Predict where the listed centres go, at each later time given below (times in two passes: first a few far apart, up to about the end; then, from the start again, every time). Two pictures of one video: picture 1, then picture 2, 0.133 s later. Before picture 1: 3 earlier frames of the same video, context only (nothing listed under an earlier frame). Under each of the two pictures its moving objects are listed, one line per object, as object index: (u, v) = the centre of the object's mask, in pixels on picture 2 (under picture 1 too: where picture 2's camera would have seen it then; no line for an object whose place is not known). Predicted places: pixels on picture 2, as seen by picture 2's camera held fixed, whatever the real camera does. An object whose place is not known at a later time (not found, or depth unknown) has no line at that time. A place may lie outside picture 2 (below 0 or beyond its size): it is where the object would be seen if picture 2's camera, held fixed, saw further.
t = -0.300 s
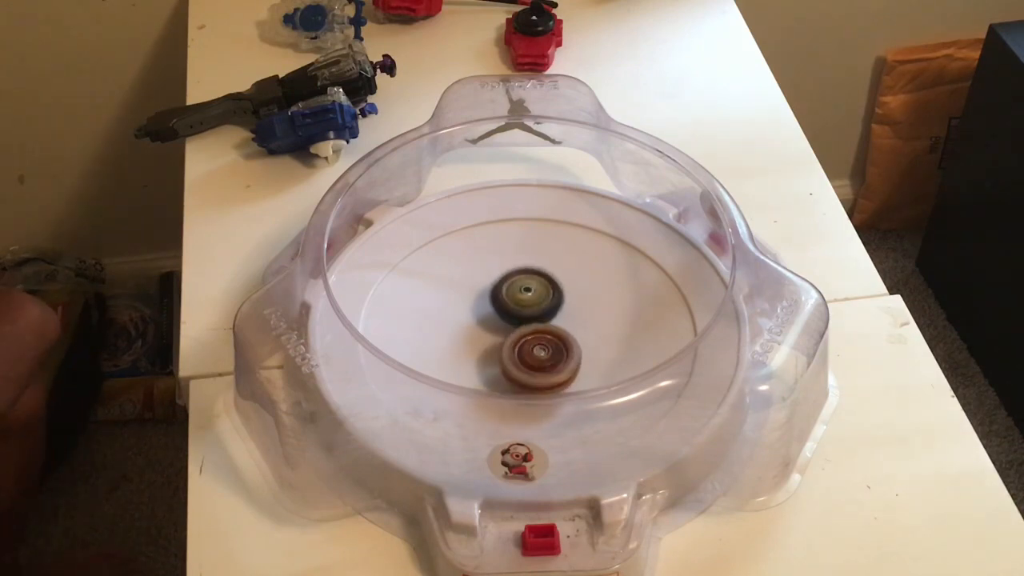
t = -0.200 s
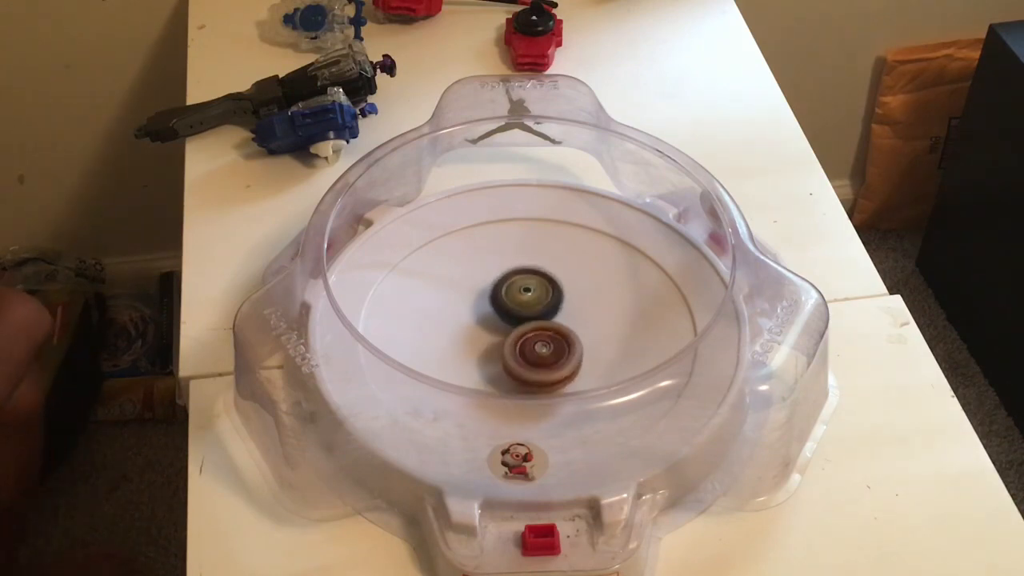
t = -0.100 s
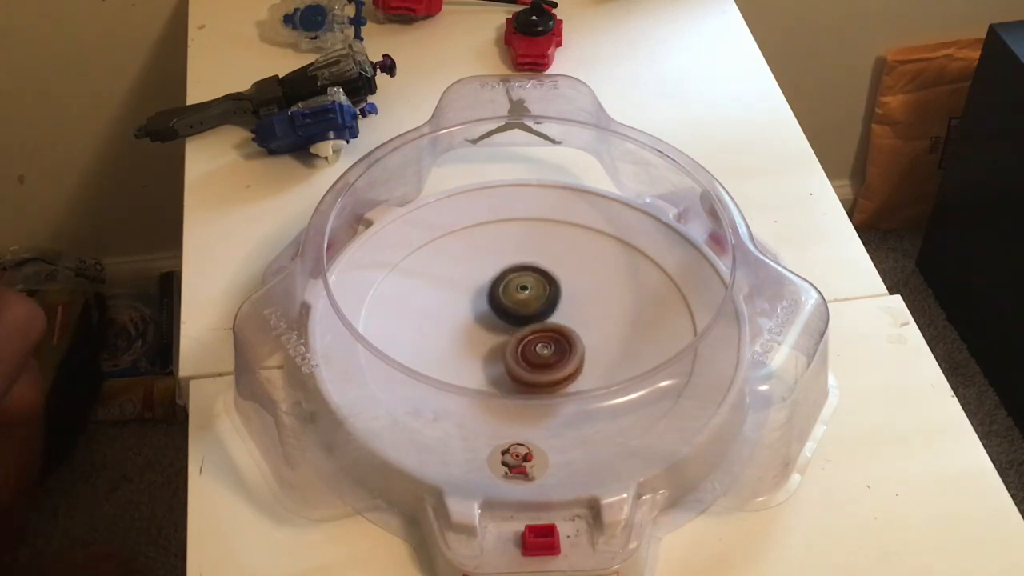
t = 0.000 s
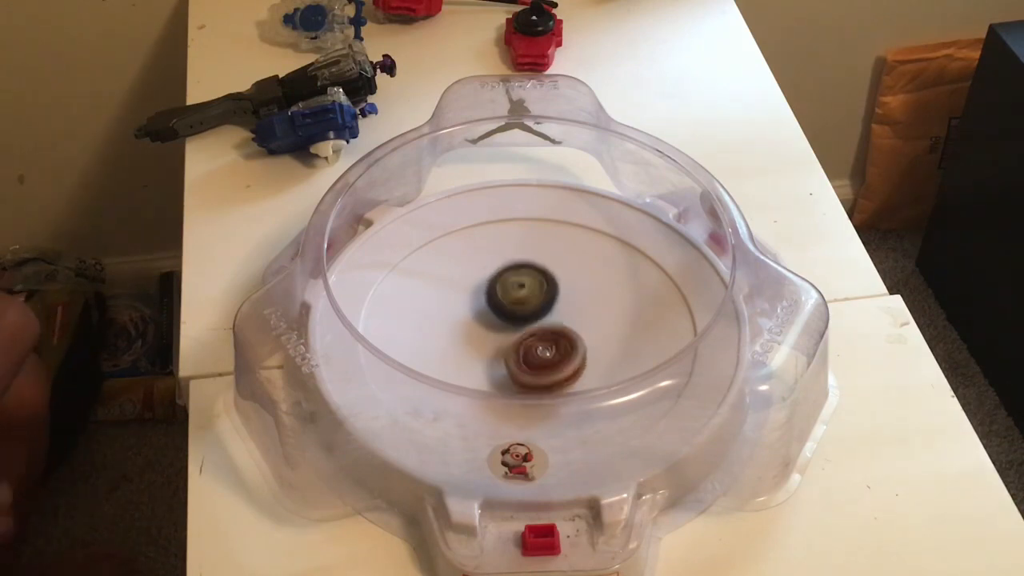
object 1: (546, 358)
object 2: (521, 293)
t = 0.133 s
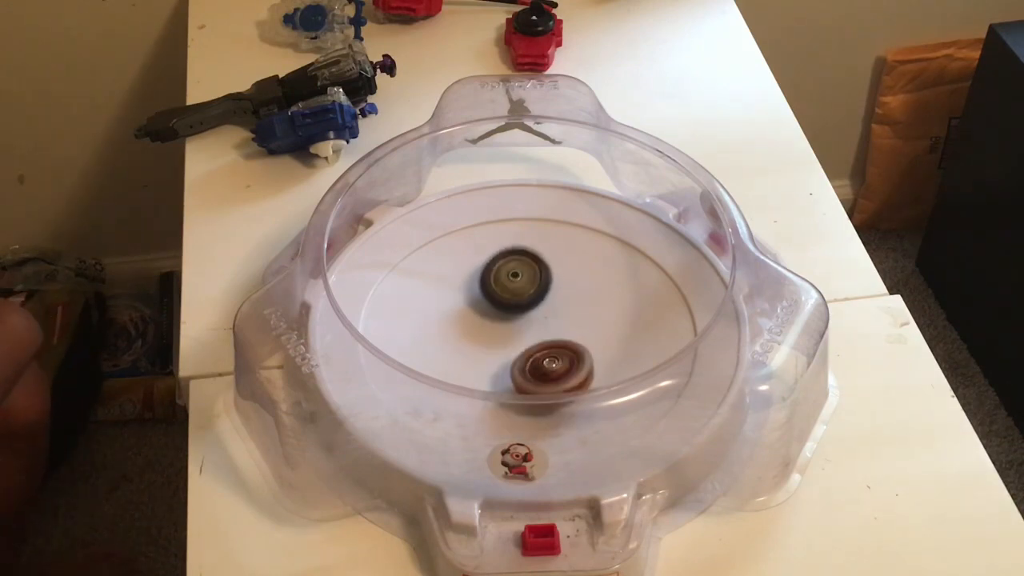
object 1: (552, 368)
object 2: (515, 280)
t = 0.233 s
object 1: (551, 369)
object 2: (516, 284)
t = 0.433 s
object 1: (539, 363)
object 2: (518, 295)
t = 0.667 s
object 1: (526, 362)
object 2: (516, 287)
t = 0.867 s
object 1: (530, 351)
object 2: (522, 290)
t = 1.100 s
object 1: (534, 348)
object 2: (524, 284)
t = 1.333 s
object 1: (535, 350)
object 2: (527, 287)
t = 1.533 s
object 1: (534, 358)
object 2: (526, 287)
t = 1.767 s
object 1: (523, 359)
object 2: (532, 295)
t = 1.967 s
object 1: (520, 354)
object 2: (537, 294)
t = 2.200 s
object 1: (518, 355)
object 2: (537, 289)
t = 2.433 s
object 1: (520, 355)
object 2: (538, 293)
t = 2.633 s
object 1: (521, 357)
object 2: (539, 296)
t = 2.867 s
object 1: (522, 357)
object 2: (542, 296)
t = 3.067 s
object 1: (523, 358)
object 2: (544, 296)
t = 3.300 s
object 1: (526, 357)
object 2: (547, 298)
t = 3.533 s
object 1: (527, 359)
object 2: (539, 297)
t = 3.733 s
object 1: (527, 363)
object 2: (536, 299)
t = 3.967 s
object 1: (523, 356)
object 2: (539, 296)
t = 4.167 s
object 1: (522, 356)
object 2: (534, 294)
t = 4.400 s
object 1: (528, 353)
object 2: (540, 290)
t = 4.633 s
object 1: (528, 358)
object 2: (537, 283)
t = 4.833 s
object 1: (525, 354)
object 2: (541, 292)
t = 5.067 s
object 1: (519, 358)
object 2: (538, 287)
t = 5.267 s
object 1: (526, 355)
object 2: (545, 293)
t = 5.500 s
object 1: (524, 355)
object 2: (543, 291)
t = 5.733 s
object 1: (530, 358)
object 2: (545, 292)
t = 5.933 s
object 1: (518, 364)
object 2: (546, 278)
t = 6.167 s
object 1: (517, 363)
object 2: (541, 295)
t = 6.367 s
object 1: (512, 355)
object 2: (542, 296)
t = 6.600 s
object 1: (515, 358)
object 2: (545, 300)
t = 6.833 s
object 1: (516, 351)
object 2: (544, 294)
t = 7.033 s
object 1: (515, 349)
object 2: (542, 292)
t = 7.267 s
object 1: (496, 358)
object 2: (550, 278)
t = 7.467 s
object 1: (506, 355)
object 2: (551, 288)
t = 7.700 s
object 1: (514, 356)
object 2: (559, 312)
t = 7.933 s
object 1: (517, 355)
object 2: (568, 308)
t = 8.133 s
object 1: (521, 353)
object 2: (557, 303)
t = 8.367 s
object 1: (508, 350)
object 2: (557, 303)
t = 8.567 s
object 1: (503, 349)
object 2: (547, 301)
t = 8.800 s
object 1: (503, 351)
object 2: (534, 300)
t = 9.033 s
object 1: (504, 351)
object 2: (520, 294)
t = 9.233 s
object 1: (504, 351)
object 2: (535, 300)
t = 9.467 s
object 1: (504, 351)
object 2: (540, 300)
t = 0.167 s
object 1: (552, 369)
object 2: (515, 281)
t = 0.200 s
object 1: (552, 369)
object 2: (515, 282)
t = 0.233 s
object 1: (551, 369)
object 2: (516, 284)
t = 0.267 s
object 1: (551, 368)
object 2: (516, 285)
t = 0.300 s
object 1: (550, 368)
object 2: (516, 287)
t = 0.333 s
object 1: (549, 367)
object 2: (517, 288)
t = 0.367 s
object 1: (547, 365)
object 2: (517, 290)
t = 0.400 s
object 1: (543, 364)
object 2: (517, 292)
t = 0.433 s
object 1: (539, 363)
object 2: (518, 295)
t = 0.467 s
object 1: (535, 361)
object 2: (518, 297)
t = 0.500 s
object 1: (530, 360)
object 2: (518, 298)
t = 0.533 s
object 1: (529, 362)
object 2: (516, 292)
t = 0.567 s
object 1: (527, 363)
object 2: (515, 288)
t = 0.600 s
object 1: (526, 363)
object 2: (514, 287)
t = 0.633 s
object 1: (526, 363)
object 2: (514, 287)
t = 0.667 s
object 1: (526, 362)
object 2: (516, 287)
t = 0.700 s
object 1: (527, 361)
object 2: (517, 288)
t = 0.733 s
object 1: (528, 361)
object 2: (518, 289)
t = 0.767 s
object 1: (527, 359)
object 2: (519, 289)
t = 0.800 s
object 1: (528, 357)
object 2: (520, 290)
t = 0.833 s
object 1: (529, 354)
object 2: (521, 290)
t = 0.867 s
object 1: (530, 351)
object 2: (522, 290)
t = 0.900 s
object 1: (531, 349)
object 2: (522, 288)
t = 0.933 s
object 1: (532, 348)
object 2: (522, 287)
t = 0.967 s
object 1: (533, 348)
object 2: (522, 285)
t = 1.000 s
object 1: (533, 348)
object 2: (523, 283)
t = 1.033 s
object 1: (533, 348)
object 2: (523, 283)
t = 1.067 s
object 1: (534, 348)
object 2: (523, 283)
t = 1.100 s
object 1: (534, 348)
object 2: (524, 284)
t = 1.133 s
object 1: (535, 348)
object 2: (524, 285)
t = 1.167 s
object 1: (535, 347)
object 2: (525, 285)
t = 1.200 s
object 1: (536, 348)
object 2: (525, 286)
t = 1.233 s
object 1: (536, 348)
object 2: (525, 286)
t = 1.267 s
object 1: (536, 349)
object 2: (526, 286)
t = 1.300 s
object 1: (535, 349)
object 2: (526, 287)
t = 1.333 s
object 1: (535, 350)
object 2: (527, 287)
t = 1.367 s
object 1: (536, 351)
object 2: (527, 288)
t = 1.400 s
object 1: (536, 352)
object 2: (527, 289)
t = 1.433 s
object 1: (536, 355)
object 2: (526, 286)
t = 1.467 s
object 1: (535, 356)
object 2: (526, 285)
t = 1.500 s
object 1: (534, 357)
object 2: (526, 286)
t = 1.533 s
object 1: (534, 358)
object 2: (526, 287)
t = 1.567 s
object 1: (532, 359)
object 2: (527, 289)
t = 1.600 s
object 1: (531, 359)
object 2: (527, 291)
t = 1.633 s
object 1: (530, 359)
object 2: (528, 293)
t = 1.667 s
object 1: (529, 358)
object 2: (529, 294)
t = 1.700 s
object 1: (527, 358)
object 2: (530, 296)
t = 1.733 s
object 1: (526, 358)
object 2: (530, 296)
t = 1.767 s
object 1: (523, 359)
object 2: (532, 295)
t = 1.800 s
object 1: (522, 360)
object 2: (533, 294)
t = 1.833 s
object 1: (522, 359)
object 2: (534, 294)
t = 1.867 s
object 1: (522, 358)
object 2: (534, 294)
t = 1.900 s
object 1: (522, 357)
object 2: (535, 295)
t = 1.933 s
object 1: (522, 356)
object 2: (536, 295)
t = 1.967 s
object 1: (520, 354)
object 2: (537, 294)
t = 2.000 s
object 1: (519, 353)
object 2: (537, 292)
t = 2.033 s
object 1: (519, 353)
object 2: (538, 291)
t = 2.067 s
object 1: (520, 352)
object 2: (538, 291)
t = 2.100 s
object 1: (520, 351)
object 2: (539, 291)
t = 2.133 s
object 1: (519, 353)
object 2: (539, 290)
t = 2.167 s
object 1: (518, 354)
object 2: (538, 288)
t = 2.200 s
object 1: (518, 355)
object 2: (537, 289)
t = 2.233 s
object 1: (517, 354)
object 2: (536, 289)
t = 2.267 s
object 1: (518, 354)
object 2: (537, 290)
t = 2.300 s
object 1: (519, 353)
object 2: (537, 291)
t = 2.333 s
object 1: (520, 353)
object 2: (537, 292)
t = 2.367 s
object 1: (521, 353)
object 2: (538, 292)
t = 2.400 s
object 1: (521, 353)
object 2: (538, 293)
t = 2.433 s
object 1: (520, 355)
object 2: (538, 293)
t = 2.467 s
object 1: (520, 357)
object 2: (538, 293)
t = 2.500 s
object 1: (519, 357)
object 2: (537, 293)
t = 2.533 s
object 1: (519, 357)
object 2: (536, 295)
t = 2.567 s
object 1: (520, 356)
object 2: (537, 296)
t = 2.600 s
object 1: (520, 356)
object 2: (538, 297)
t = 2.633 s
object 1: (521, 357)
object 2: (539, 296)
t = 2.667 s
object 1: (520, 357)
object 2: (539, 295)
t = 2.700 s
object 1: (520, 357)
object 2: (539, 295)
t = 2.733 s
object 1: (521, 356)
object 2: (540, 296)
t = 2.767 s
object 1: (521, 356)
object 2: (541, 296)
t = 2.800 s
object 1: (521, 357)
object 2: (542, 296)
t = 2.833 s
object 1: (522, 357)
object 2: (542, 296)
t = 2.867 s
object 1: (522, 357)
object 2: (542, 296)
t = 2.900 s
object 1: (523, 356)
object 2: (542, 296)
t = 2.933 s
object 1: (524, 356)
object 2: (543, 296)
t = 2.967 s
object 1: (523, 356)
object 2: (542, 296)
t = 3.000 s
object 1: (524, 356)
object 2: (542, 295)
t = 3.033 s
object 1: (523, 356)
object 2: (542, 296)
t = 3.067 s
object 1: (523, 358)
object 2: (544, 296)
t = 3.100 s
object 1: (523, 358)
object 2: (543, 296)
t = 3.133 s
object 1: (523, 358)
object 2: (544, 296)
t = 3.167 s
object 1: (523, 358)
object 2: (544, 297)
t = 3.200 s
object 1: (525, 358)
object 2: (545, 297)
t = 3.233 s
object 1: (525, 358)
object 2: (546, 297)
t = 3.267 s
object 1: (526, 358)
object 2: (547, 297)
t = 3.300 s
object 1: (526, 357)
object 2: (547, 298)
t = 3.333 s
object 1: (527, 358)
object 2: (547, 297)
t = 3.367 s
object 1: (525, 359)
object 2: (545, 296)
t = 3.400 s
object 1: (525, 359)
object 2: (543, 296)
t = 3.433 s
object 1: (524, 359)
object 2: (541, 297)
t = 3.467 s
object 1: (526, 358)
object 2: (541, 298)
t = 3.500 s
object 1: (526, 359)
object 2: (540, 298)
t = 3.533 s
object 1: (527, 359)
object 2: (539, 297)
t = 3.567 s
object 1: (527, 359)
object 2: (538, 298)
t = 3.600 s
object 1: (527, 360)
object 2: (537, 297)
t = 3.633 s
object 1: (527, 362)
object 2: (536, 296)
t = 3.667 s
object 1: (527, 363)
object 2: (534, 296)
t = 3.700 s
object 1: (526, 363)
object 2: (534, 298)
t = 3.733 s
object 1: (527, 363)
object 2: (536, 299)
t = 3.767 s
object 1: (527, 362)
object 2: (537, 299)
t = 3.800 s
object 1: (529, 361)
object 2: (539, 299)
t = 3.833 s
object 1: (529, 361)
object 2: (539, 299)
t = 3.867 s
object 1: (529, 359)
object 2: (539, 298)
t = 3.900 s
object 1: (527, 358)
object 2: (539, 298)
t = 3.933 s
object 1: (526, 357)
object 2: (539, 297)
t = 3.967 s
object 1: (523, 356)
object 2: (539, 296)
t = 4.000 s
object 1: (523, 356)
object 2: (537, 296)
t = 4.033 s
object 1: (522, 356)
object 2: (535, 296)
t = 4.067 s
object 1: (522, 357)
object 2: (534, 295)
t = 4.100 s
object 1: (521, 357)
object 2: (534, 294)
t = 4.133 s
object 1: (521, 356)
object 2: (533, 293)
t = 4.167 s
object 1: (522, 356)
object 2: (534, 294)
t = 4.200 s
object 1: (523, 355)
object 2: (535, 293)
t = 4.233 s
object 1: (524, 355)
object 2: (536, 294)
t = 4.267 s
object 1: (525, 356)
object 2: (538, 294)
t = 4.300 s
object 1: (524, 357)
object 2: (540, 292)
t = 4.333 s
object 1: (525, 355)
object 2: (541, 290)
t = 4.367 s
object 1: (527, 354)
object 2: (541, 290)
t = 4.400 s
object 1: (528, 353)
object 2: (540, 290)
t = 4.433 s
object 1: (528, 353)
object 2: (540, 290)
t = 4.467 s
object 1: (528, 354)
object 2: (542, 291)
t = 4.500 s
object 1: (529, 354)
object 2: (542, 291)
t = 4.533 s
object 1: (529, 356)
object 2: (542, 289)
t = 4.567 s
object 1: (530, 357)
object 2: (541, 285)
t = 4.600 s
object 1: (528, 358)
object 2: (539, 282)
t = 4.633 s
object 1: (528, 358)
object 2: (537, 283)
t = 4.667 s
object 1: (528, 358)
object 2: (535, 286)
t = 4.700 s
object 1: (529, 356)
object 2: (537, 289)
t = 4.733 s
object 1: (528, 356)
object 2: (539, 290)
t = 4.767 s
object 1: (528, 355)
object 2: (541, 292)
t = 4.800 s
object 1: (528, 354)
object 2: (541, 292)
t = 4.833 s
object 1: (525, 354)
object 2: (541, 292)
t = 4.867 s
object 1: (525, 354)
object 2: (540, 290)
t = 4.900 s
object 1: (524, 354)
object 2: (539, 290)
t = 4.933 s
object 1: (525, 353)
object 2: (539, 290)
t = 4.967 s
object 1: (526, 352)
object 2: (538, 291)
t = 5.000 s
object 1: (524, 355)
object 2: (539, 288)
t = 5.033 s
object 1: (521, 357)
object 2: (539, 286)
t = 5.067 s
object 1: (519, 358)
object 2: (538, 287)
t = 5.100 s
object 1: (519, 357)
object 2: (537, 288)
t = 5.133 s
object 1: (520, 357)
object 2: (538, 290)
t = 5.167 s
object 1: (522, 356)
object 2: (539, 292)
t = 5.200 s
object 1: (524, 356)
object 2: (542, 293)
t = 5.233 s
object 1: (525, 356)
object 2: (544, 293)
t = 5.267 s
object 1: (526, 355)
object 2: (545, 293)
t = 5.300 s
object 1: (525, 354)
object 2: (546, 294)
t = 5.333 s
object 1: (525, 353)
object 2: (546, 294)
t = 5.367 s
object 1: (526, 354)
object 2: (545, 293)
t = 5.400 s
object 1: (526, 353)
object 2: (544, 293)
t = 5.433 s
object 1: (526, 353)
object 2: (543, 293)
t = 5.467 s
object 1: (526, 353)
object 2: (542, 293)
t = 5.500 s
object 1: (524, 355)
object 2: (543, 291)
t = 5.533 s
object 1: (523, 357)
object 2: (545, 288)
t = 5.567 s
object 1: (527, 358)
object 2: (545, 288)
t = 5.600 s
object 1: (530, 358)
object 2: (544, 288)
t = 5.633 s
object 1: (529, 359)
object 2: (544, 288)
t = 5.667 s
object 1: (528, 359)
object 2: (544, 290)
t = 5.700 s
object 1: (529, 358)
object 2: (544, 291)
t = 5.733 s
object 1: (530, 358)
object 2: (545, 292)
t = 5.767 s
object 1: (530, 357)
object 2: (546, 293)
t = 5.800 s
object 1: (529, 356)
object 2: (547, 293)
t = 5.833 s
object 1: (530, 354)
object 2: (547, 294)
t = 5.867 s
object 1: (527, 359)
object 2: (547, 289)
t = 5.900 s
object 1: (522, 362)
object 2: (548, 281)
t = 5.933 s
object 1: (518, 364)
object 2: (546, 278)
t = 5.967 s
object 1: (516, 365)
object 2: (542, 278)
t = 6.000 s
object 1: (515, 367)
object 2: (540, 280)
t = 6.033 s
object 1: (516, 367)
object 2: (539, 284)
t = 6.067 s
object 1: (517, 366)
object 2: (540, 288)
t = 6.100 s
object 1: (517, 365)
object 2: (541, 291)
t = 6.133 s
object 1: (516, 364)
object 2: (541, 292)
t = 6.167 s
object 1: (517, 363)
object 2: (541, 295)
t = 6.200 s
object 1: (517, 360)
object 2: (540, 297)
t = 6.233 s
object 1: (518, 358)
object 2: (540, 299)
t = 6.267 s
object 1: (517, 357)
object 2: (540, 300)
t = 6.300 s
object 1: (515, 356)
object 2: (540, 297)
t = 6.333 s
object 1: (514, 355)
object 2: (541, 297)
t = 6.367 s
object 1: (512, 355)
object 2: (542, 296)
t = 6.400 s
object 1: (510, 356)
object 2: (542, 294)
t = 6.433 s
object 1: (511, 357)
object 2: (543, 294)
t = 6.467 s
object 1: (511, 359)
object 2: (543, 295)
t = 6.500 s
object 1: (510, 360)
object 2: (543, 296)
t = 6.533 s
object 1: (510, 360)
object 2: (543, 298)
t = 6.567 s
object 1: (511, 359)
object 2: (543, 299)
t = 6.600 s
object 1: (515, 358)
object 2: (545, 300)
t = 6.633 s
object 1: (514, 356)
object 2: (547, 300)
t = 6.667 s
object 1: (512, 355)
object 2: (548, 299)
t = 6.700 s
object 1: (508, 355)
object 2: (548, 297)
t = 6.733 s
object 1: (509, 354)
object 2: (547, 296)
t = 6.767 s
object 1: (513, 354)
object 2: (547, 296)
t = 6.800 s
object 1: (516, 352)
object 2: (546, 295)
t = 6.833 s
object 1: (516, 351)
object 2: (544, 294)
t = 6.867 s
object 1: (516, 350)
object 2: (543, 294)
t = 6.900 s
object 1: (515, 348)
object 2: (542, 293)
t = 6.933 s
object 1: (515, 349)
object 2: (543, 291)
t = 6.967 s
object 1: (513, 351)
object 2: (543, 291)
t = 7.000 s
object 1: (512, 351)
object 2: (543, 292)
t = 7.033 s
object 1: (515, 349)
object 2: (542, 292)
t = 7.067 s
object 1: (516, 350)
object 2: (544, 292)
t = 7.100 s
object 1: (515, 351)
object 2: (546, 293)
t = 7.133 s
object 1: (514, 351)
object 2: (547, 294)
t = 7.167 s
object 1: (512, 351)
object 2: (548, 293)
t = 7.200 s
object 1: (506, 356)
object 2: (551, 285)
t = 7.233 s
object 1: (499, 358)
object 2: (551, 280)
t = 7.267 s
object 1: (496, 358)
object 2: (550, 278)
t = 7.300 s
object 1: (498, 354)
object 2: (550, 279)
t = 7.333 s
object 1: (499, 356)
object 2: (550, 279)
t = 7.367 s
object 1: (502, 356)
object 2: (552, 281)
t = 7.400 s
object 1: (504, 356)
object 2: (553, 284)
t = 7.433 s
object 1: (504, 355)
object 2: (553, 286)
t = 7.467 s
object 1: (506, 355)
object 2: (551, 288)
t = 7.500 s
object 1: (506, 354)
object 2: (550, 291)
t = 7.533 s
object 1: (507, 355)
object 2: (550, 296)
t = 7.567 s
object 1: (509, 354)
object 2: (551, 301)
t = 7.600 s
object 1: (509, 353)
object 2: (552, 303)
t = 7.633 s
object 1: (512, 353)
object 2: (554, 307)
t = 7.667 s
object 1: (513, 354)
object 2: (557, 311)
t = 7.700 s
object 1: (514, 356)
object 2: (559, 312)
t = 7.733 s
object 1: (515, 355)
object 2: (562, 312)
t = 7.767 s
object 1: (515, 356)
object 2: (564, 315)
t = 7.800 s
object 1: (515, 357)
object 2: (567, 313)
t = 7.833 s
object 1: (514, 357)
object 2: (569, 312)
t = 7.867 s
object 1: (513, 358)
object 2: (570, 310)
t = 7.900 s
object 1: (514, 357)
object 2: (569, 308)
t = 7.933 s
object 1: (517, 355)
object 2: (568, 308)
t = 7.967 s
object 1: (520, 353)
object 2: (568, 308)
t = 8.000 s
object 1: (519, 353)
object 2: (569, 305)
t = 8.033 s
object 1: (520, 353)
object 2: (568, 303)
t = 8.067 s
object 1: (520, 353)
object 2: (564, 301)
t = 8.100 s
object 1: (521, 353)
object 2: (561, 301)
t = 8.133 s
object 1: (521, 353)
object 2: (557, 303)
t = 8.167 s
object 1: (520, 355)
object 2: (556, 302)
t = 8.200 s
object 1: (517, 355)
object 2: (556, 303)
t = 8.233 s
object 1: (517, 353)
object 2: (556, 302)
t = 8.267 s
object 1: (516, 352)
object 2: (557, 303)
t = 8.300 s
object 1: (513, 351)
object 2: (557, 303)
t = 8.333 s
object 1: (511, 351)
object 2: (558, 304)
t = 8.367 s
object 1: (508, 350)
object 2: (557, 303)
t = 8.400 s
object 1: (506, 350)
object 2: (557, 302)
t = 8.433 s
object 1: (505, 350)
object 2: (555, 306)
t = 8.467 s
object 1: (503, 350)
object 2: (553, 305)
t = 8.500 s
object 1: (503, 351)
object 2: (551, 304)
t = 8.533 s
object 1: (503, 350)
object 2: (549, 302)
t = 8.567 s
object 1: (503, 349)
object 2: (547, 301)
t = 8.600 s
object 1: (503, 350)
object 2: (546, 301)
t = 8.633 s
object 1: (503, 350)
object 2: (545, 300)
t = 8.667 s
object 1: (503, 350)
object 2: (543, 301)
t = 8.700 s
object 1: (503, 351)
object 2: (541, 301)
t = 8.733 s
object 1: (503, 351)
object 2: (539, 301)
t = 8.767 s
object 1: (503, 351)
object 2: (537, 302)
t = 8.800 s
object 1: (503, 351)
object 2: (534, 300)
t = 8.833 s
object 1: (503, 351)
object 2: (529, 299)
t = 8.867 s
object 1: (504, 351)
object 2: (526, 297)
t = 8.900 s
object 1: (504, 351)
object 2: (523, 296)
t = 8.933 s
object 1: (504, 351)
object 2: (521, 295)
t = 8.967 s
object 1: (504, 351)
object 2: (520, 294)
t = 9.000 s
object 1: (504, 351)
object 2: (519, 294)
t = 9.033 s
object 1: (504, 351)
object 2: (520, 294)
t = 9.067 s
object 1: (504, 351)
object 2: (521, 295)
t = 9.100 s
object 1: (504, 351)
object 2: (522, 296)
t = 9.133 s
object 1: (504, 351)
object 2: (524, 297)
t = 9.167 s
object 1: (504, 351)
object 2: (527, 298)
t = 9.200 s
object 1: (504, 351)
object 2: (530, 299)
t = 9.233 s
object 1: (504, 351)
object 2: (535, 300)
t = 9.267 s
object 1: (504, 351)
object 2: (538, 300)
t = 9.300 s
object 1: (504, 351)
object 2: (541, 300)
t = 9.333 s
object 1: (504, 351)
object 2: (543, 300)
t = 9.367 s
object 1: (504, 351)
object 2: (543, 300)
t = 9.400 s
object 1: (504, 351)
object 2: (542, 300)
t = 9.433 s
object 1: (504, 349)
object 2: (541, 300)
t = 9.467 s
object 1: (504, 351)
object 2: (540, 300)
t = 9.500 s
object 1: (505, 349)
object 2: (538, 300)
